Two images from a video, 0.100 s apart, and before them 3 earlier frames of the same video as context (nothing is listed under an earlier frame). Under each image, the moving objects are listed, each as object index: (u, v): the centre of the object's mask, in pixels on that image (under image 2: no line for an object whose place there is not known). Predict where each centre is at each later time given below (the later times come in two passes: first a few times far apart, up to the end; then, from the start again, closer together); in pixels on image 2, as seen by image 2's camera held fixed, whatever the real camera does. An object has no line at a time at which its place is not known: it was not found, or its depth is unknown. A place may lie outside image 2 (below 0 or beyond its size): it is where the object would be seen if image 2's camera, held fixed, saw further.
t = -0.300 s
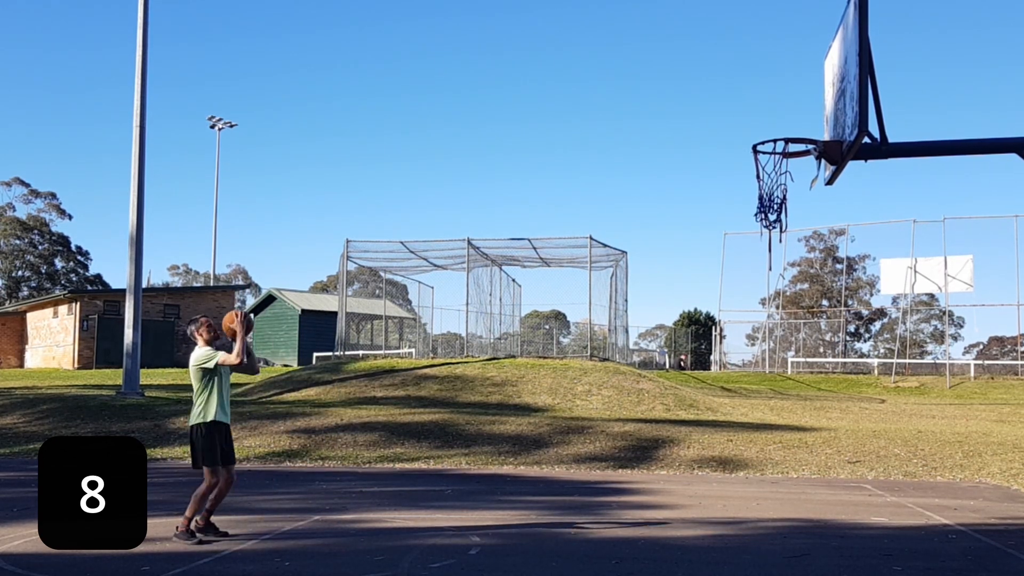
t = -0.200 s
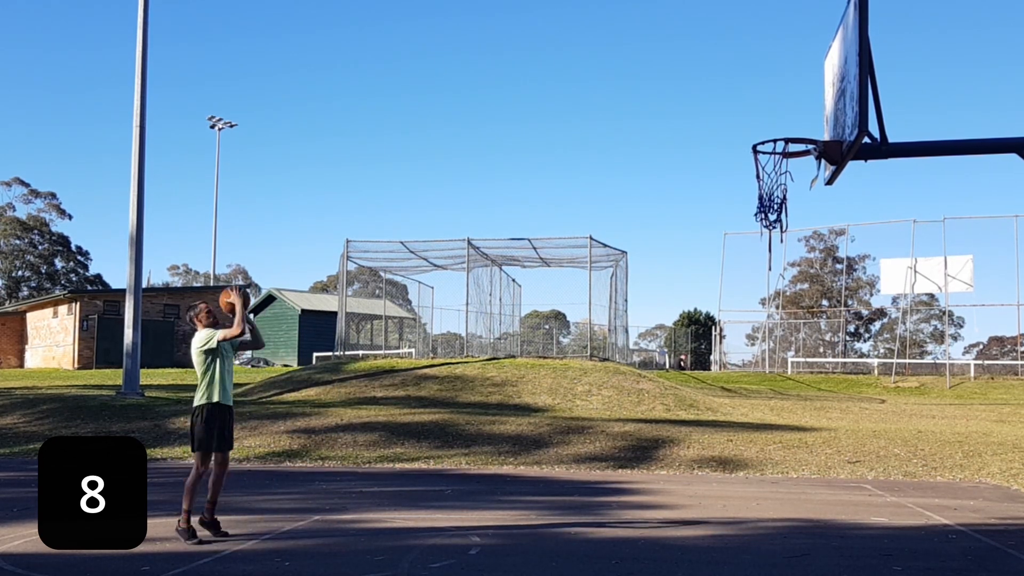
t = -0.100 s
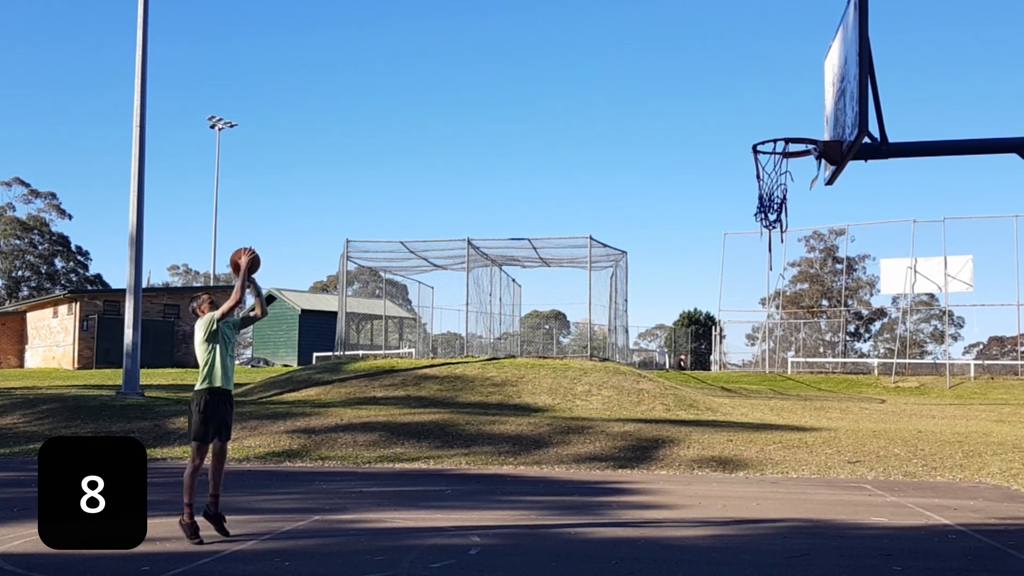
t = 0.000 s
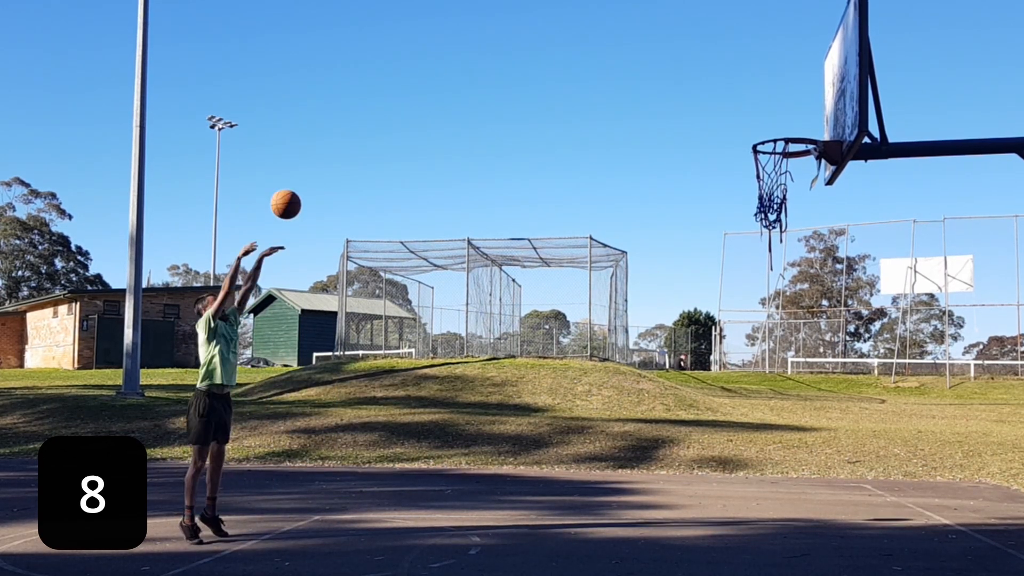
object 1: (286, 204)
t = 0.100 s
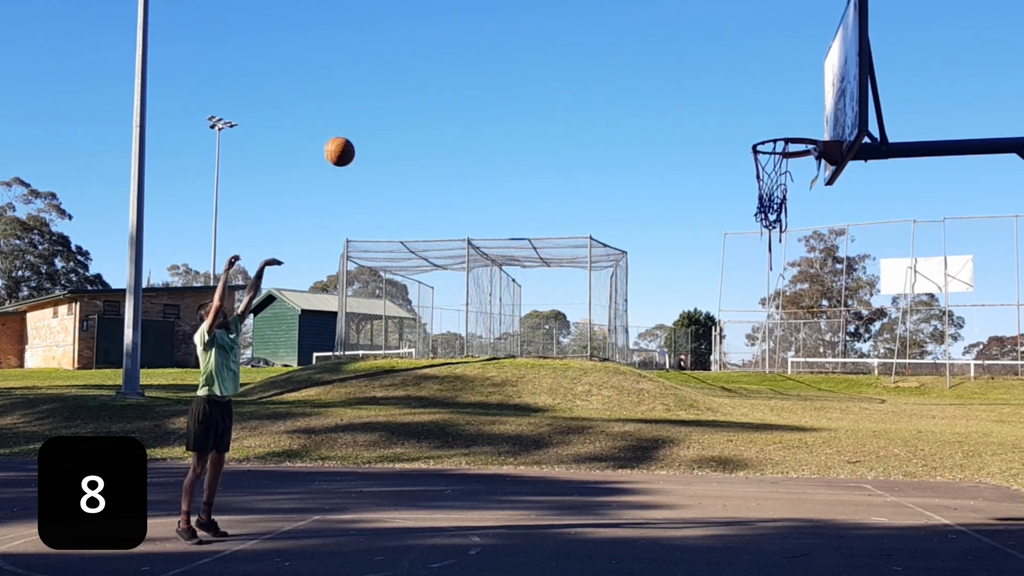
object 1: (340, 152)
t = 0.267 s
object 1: (429, 88)
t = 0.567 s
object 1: (596, 53)
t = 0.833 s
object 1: (753, 117)
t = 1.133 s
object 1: (795, 125)
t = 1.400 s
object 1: (789, 128)
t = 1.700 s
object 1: (782, 172)
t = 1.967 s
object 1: (759, 275)
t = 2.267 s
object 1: (739, 497)
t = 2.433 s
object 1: (727, 453)
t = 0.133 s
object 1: (357, 136)
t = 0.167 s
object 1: (376, 122)
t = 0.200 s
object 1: (393, 109)
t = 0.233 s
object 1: (411, 98)
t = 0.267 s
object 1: (429, 88)
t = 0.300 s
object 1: (448, 79)
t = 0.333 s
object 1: (466, 71)
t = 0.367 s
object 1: (484, 65)
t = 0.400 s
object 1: (502, 59)
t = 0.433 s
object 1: (521, 56)
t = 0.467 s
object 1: (540, 53)
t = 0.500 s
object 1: (558, 52)
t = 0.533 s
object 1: (577, 52)
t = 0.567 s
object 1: (596, 53)
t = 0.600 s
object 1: (615, 56)
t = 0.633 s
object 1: (634, 60)
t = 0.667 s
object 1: (653, 66)
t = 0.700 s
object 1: (673, 73)
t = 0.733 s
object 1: (692, 82)
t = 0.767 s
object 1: (712, 92)
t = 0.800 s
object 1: (732, 104)
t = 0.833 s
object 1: (753, 117)
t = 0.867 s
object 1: (770, 126)
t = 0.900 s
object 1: (781, 123)
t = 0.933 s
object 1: (792, 121)
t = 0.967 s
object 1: (803, 121)
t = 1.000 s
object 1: (814, 123)
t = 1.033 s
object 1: (825, 124)
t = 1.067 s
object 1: (815, 124)
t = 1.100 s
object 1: (805, 123)
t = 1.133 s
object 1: (795, 125)
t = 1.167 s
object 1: (785, 127)
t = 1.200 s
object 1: (774, 134)
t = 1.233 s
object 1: (769, 137)
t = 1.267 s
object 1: (773, 133)
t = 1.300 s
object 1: (777, 128)
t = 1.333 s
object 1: (781, 127)
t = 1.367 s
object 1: (785, 127)
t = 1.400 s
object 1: (789, 128)
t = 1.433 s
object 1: (793, 133)
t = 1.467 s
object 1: (793, 134)
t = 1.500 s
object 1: (793, 138)
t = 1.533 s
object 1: (793, 141)
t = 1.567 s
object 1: (792, 146)
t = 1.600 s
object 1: (792, 152)
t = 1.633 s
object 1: (788, 158)
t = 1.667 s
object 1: (785, 164)
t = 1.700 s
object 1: (782, 172)
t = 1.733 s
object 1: (778, 182)
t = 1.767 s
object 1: (774, 193)
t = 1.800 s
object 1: (770, 205)
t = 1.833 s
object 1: (769, 216)
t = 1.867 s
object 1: (767, 229)
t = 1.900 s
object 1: (764, 243)
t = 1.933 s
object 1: (762, 259)
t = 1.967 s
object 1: (759, 275)
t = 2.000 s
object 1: (757, 294)
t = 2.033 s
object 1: (755, 314)
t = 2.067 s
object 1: (752, 335)
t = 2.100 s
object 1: (750, 358)
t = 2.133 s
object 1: (748, 383)
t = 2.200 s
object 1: (743, 437)
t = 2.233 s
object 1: (741, 466)
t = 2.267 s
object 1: (739, 497)
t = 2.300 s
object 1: (737, 530)
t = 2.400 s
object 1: (729, 478)
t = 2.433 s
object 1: (727, 453)
